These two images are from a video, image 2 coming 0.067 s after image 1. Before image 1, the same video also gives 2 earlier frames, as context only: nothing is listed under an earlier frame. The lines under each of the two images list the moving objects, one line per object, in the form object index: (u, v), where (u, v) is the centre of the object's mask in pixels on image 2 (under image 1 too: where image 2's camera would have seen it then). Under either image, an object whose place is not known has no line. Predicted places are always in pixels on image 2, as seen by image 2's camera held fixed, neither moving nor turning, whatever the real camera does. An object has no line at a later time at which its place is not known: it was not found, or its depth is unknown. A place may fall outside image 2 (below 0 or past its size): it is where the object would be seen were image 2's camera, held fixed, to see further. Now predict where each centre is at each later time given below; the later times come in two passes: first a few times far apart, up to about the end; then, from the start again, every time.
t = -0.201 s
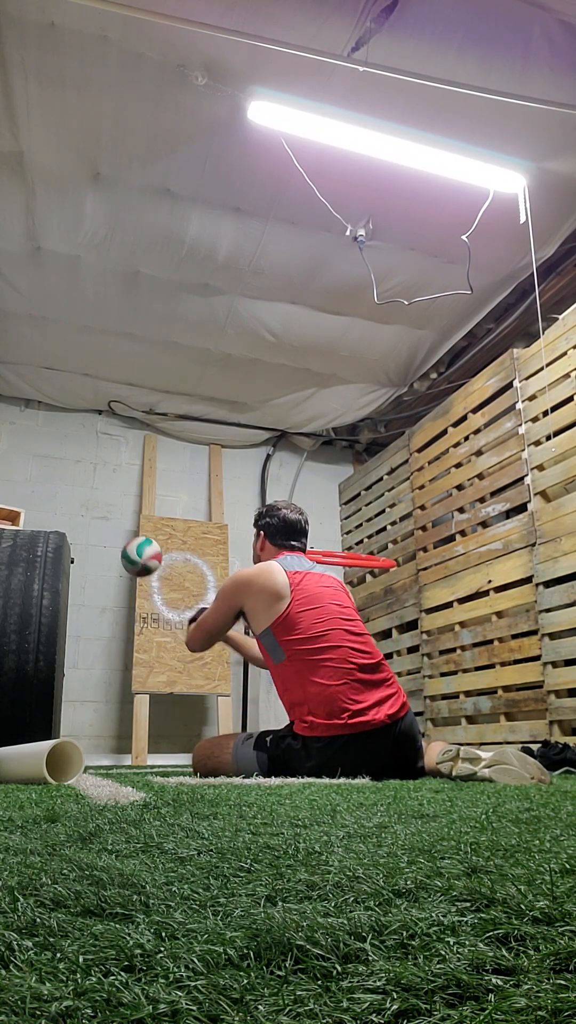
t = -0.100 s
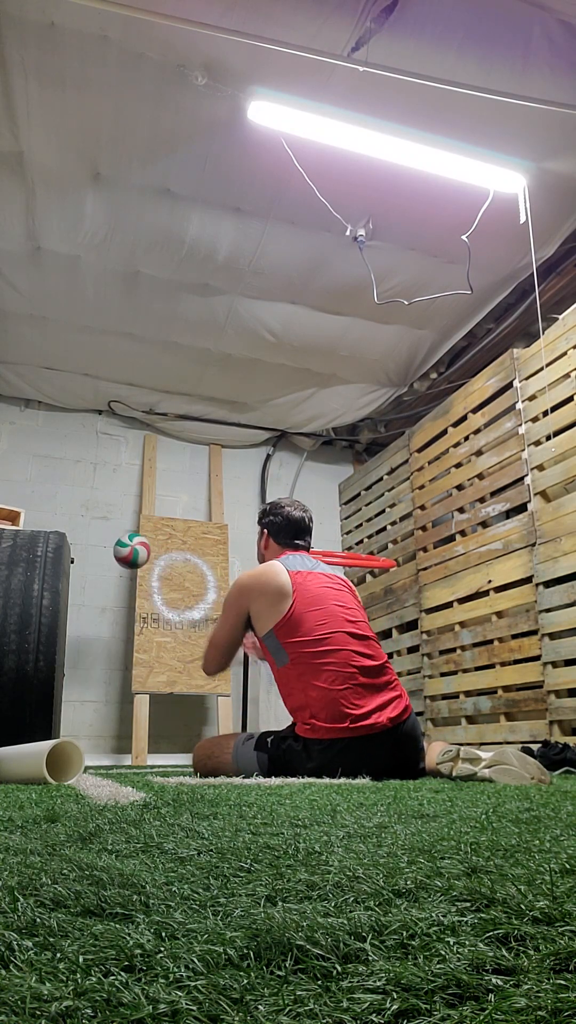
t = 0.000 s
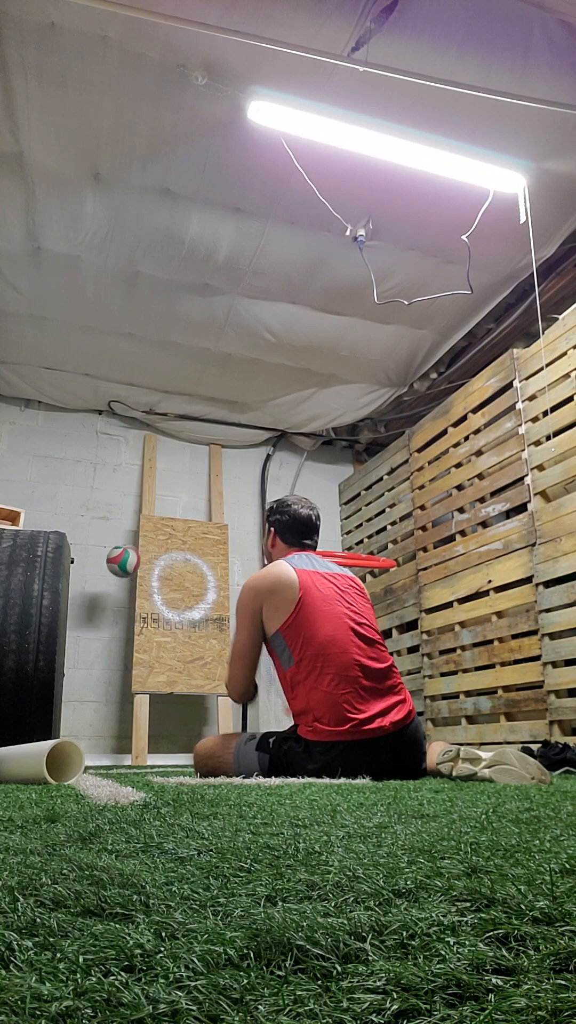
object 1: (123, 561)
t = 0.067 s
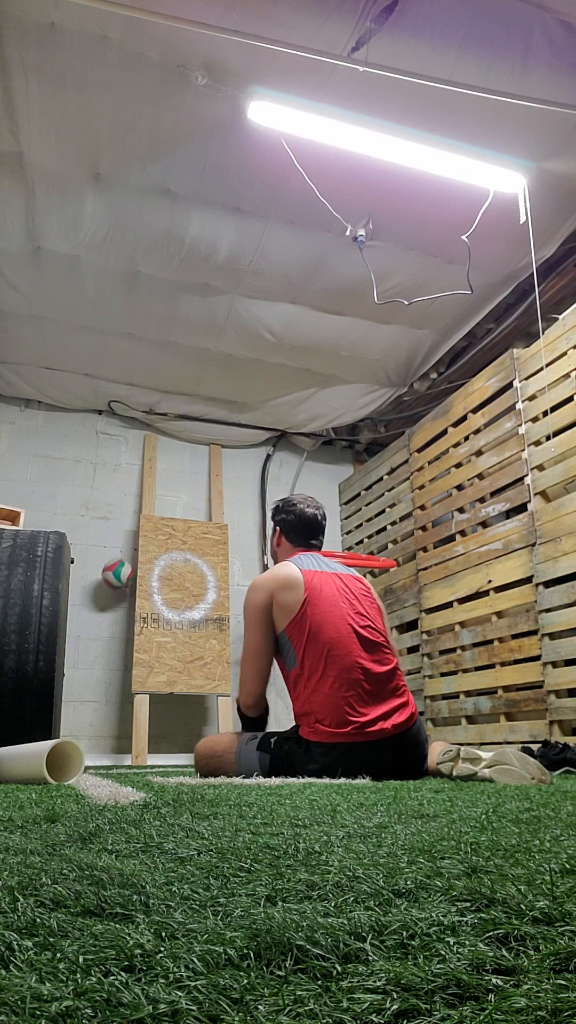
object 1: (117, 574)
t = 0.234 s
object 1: (123, 585)
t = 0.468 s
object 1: (133, 669)
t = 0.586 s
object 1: (136, 739)
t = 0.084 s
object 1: (116, 579)
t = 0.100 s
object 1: (115, 583)
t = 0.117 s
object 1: (115, 582)
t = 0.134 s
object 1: (117, 581)
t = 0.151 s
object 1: (118, 581)
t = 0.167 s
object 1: (119, 581)
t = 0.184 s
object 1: (120, 581)
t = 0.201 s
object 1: (121, 582)
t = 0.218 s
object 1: (122, 583)
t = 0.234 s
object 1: (123, 585)
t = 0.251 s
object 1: (124, 587)
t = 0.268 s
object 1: (125, 590)
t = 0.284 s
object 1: (126, 593)
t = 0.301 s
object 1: (126, 597)
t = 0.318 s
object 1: (127, 601)
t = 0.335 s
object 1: (128, 606)
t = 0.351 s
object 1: (129, 611)
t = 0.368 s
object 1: (130, 617)
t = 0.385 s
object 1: (130, 624)
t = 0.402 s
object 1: (131, 632)
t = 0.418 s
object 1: (132, 640)
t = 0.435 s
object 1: (132, 649)
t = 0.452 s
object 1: (133, 658)
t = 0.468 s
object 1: (133, 669)
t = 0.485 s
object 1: (133, 680)
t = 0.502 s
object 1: (134, 693)
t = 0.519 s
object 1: (135, 707)
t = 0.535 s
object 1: (135, 721)
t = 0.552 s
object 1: (136, 737)
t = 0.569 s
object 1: (136, 748)
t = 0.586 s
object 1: (136, 739)
